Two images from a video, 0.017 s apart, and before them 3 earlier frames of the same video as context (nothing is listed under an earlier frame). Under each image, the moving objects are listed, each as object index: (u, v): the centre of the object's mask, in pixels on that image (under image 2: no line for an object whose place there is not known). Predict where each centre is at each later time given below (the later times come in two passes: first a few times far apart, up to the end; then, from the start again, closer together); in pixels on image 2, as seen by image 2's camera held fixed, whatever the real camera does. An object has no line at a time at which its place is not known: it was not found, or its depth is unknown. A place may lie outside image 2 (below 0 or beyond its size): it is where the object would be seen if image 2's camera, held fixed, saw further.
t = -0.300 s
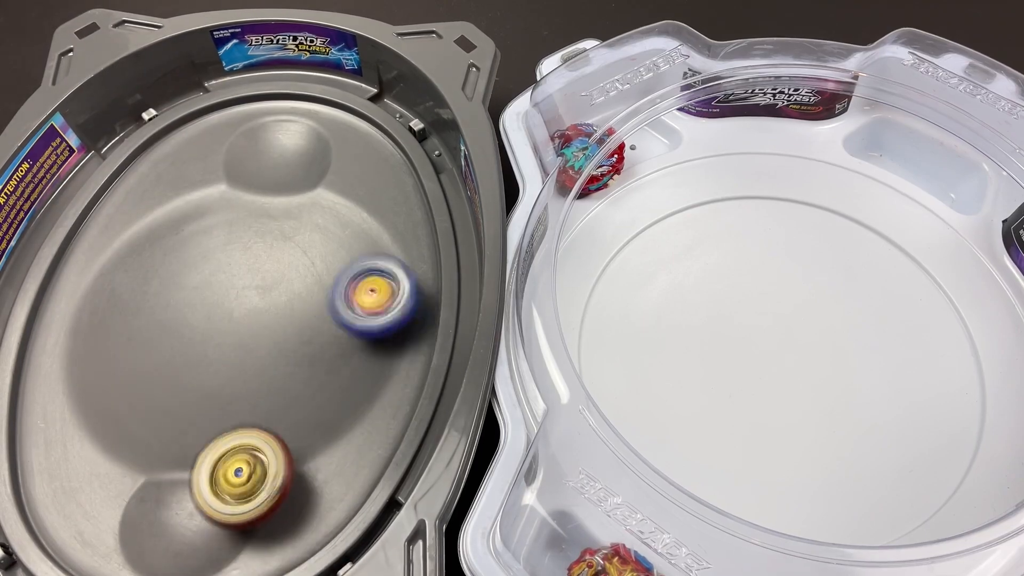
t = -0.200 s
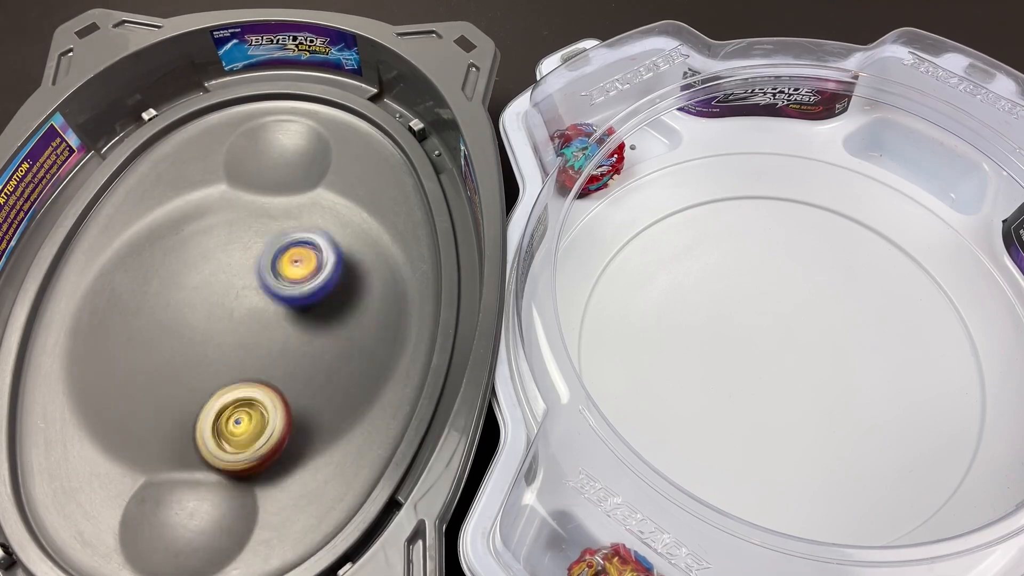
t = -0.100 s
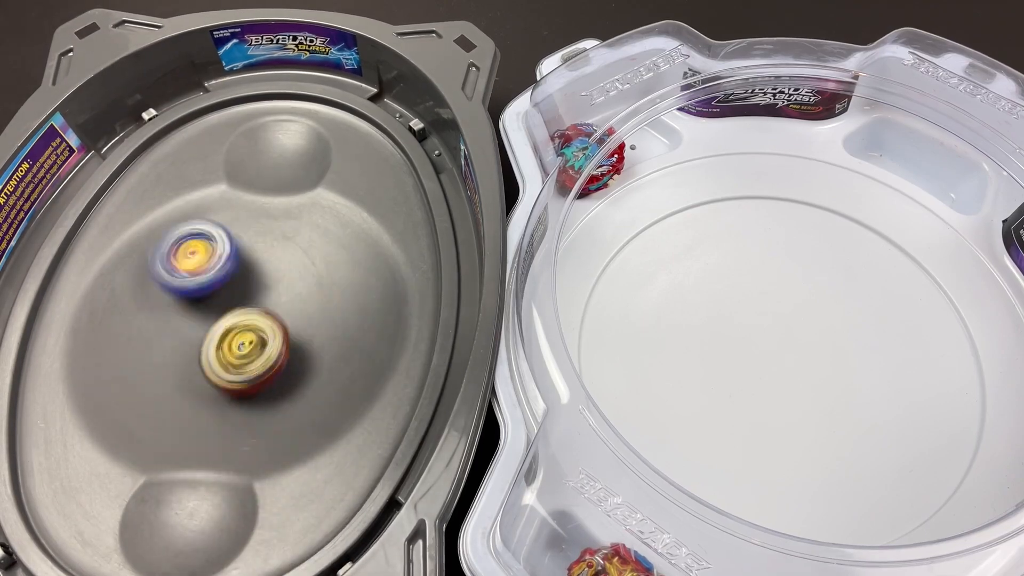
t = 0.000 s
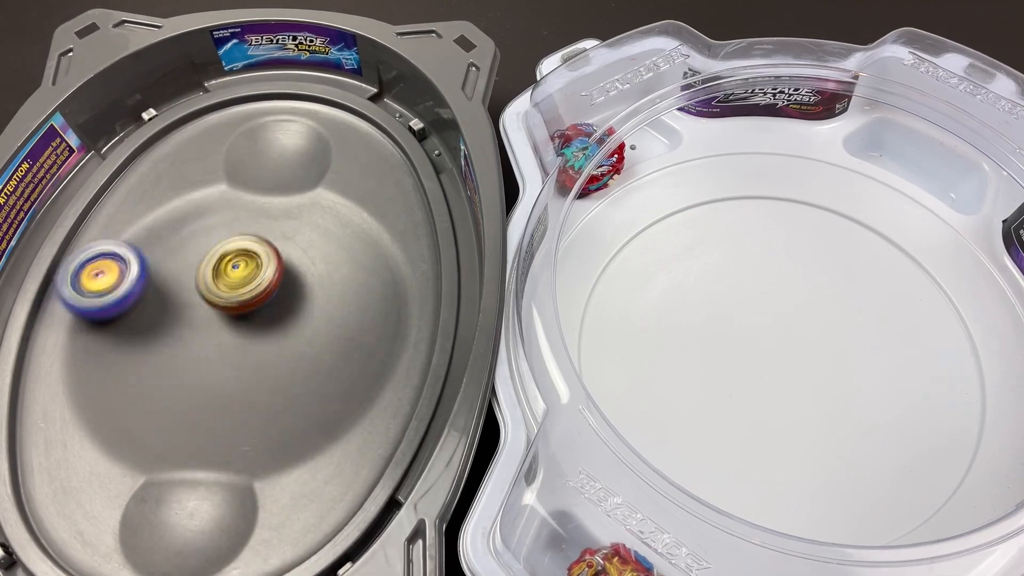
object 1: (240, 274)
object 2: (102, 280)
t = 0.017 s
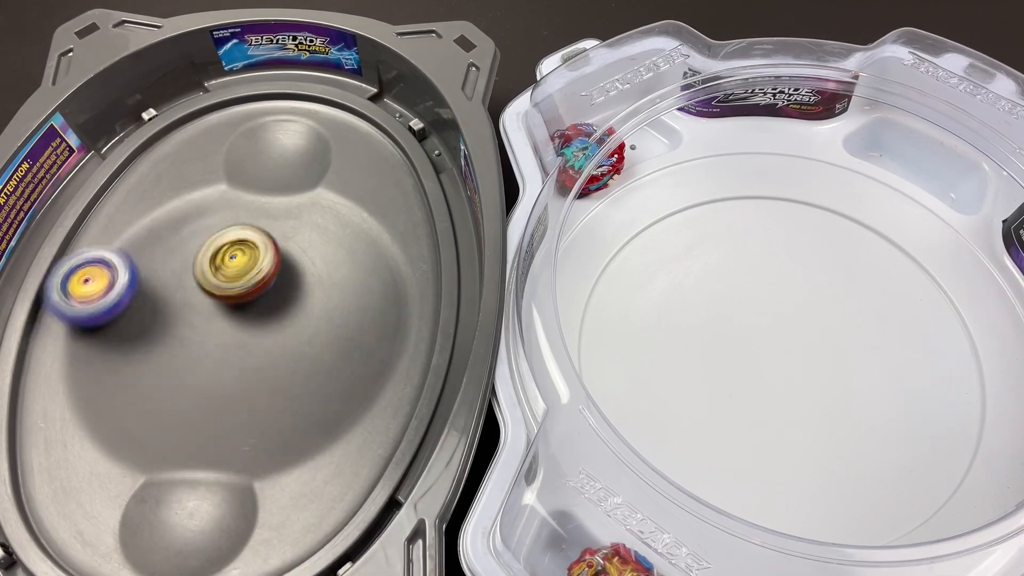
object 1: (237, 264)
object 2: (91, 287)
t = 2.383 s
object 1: (47, 314)
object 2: (206, 274)
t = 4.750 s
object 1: (89, 309)
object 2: (285, 458)
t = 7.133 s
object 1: (306, 262)
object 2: (140, 340)
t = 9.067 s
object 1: (236, 249)
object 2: (243, 393)
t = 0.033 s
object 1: (234, 255)
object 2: (81, 294)
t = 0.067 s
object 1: (227, 243)
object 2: (67, 311)
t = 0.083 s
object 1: (223, 239)
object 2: (64, 319)
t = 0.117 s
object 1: (216, 234)
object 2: (61, 340)
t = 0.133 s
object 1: (212, 235)
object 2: (63, 350)
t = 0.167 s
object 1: (204, 238)
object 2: (73, 370)
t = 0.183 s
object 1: (200, 242)
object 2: (82, 380)
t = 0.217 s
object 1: (192, 255)
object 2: (103, 396)
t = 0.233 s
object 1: (187, 262)
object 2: (117, 403)
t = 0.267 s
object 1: (180, 281)
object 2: (149, 414)
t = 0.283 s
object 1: (176, 292)
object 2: (166, 418)
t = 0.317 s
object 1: (170, 314)
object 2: (202, 419)
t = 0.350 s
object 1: (166, 340)
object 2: (242, 414)
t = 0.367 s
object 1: (164, 354)
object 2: (261, 409)
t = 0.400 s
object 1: (165, 379)
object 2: (296, 394)
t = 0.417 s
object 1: (169, 392)
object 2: (313, 383)
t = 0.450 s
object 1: (179, 412)
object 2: (341, 361)
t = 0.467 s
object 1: (185, 420)
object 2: (351, 348)
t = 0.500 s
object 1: (201, 433)
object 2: (368, 320)
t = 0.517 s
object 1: (211, 438)
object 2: (372, 307)
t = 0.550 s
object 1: (232, 441)
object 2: (375, 281)
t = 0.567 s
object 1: (244, 441)
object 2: (373, 270)
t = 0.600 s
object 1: (268, 434)
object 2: (365, 246)
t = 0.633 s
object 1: (290, 422)
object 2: (350, 229)
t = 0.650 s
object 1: (300, 415)
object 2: (339, 222)
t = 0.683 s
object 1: (319, 395)
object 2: (315, 211)
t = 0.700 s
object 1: (327, 383)
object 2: (301, 209)
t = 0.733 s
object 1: (340, 357)
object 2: (270, 208)
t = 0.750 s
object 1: (344, 343)
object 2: (255, 209)
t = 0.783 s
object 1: (348, 316)
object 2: (221, 218)
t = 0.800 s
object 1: (347, 301)
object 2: (204, 224)
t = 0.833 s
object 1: (340, 271)
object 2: (172, 240)
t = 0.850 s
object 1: (333, 257)
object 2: (155, 251)
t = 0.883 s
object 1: (313, 233)
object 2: (124, 275)
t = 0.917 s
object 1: (288, 215)
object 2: (94, 304)
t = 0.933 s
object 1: (276, 208)
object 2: (84, 320)
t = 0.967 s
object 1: (246, 199)
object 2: (68, 352)
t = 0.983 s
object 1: (229, 197)
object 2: (61, 370)
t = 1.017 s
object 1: (196, 201)
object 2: (55, 405)
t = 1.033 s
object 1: (180, 205)
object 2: (52, 422)
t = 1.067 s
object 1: (149, 218)
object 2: (49, 454)
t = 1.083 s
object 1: (132, 228)
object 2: (49, 469)
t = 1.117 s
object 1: (103, 251)
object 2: (51, 495)
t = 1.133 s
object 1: (90, 266)
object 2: (52, 507)
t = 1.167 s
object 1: (68, 296)
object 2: (57, 526)
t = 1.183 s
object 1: (59, 313)
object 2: (66, 531)
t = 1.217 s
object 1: (44, 350)
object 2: (84, 537)
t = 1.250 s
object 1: (39, 386)
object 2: (105, 540)
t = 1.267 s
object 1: (38, 408)
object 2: (114, 542)
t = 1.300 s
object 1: (39, 449)
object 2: (136, 544)
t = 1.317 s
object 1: (43, 470)
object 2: (148, 544)
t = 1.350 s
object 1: (57, 507)
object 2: (173, 544)
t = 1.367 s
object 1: (70, 523)
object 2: (186, 540)
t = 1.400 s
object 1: (97, 534)
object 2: (227, 529)
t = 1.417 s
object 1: (106, 534)
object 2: (251, 514)
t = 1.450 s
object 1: (129, 535)
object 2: (303, 488)
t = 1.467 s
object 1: (145, 534)
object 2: (328, 476)
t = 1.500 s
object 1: (177, 527)
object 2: (359, 445)
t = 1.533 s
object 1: (212, 508)
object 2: (371, 406)
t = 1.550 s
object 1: (228, 495)
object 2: (377, 388)
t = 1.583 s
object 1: (244, 470)
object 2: (387, 353)
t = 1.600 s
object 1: (254, 459)
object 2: (392, 336)
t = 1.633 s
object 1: (273, 438)
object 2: (402, 302)
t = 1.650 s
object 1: (283, 427)
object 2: (406, 284)
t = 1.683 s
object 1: (300, 397)
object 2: (409, 250)
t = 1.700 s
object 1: (308, 384)
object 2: (408, 234)
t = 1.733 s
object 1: (317, 350)
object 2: (402, 203)
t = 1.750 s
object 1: (318, 331)
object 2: (397, 190)
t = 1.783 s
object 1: (319, 293)
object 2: (384, 167)
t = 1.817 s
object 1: (311, 254)
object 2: (369, 147)
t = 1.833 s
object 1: (306, 235)
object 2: (359, 138)
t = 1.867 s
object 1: (288, 202)
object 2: (340, 124)
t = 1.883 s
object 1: (280, 187)
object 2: (330, 117)
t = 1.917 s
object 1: (258, 168)
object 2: (312, 104)
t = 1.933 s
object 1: (246, 160)
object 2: (307, 97)
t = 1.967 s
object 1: (225, 140)
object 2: (291, 93)
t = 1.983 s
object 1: (209, 136)
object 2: (291, 86)
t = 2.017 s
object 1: (172, 131)
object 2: (295, 78)
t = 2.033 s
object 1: (158, 131)
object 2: (297, 78)
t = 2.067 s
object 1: (143, 143)
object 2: (298, 83)
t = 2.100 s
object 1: (132, 163)
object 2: (300, 97)
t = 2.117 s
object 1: (125, 171)
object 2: (298, 107)
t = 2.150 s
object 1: (113, 190)
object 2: (293, 128)
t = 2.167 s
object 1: (106, 198)
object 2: (289, 139)
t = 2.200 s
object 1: (95, 217)
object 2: (276, 155)
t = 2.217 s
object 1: (87, 225)
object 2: (269, 162)
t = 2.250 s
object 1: (77, 243)
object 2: (257, 174)
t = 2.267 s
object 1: (70, 252)
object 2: (251, 182)
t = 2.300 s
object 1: (61, 271)
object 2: (240, 204)
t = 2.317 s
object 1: (57, 280)
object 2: (234, 217)
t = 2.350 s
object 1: (50, 297)
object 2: (219, 245)
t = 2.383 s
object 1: (47, 314)
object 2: (206, 274)
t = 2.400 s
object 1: (45, 321)
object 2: (200, 289)
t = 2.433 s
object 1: (46, 337)
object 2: (191, 320)
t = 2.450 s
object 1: (45, 344)
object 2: (188, 334)
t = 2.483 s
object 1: (48, 357)
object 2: (183, 364)
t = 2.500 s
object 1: (50, 364)
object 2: (183, 377)
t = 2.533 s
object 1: (59, 375)
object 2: (185, 403)
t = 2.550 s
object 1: (66, 381)
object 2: (187, 413)
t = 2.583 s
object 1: (85, 391)
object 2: (195, 430)
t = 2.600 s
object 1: (99, 396)
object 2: (199, 436)
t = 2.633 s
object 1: (131, 403)
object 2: (211, 447)
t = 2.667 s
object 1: (166, 400)
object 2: (224, 451)
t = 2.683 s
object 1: (185, 398)
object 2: (233, 452)
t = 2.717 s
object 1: (226, 385)
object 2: (249, 453)
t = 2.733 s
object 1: (247, 379)
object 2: (259, 452)
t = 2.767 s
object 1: (284, 364)
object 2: (275, 446)
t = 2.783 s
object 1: (300, 356)
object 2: (285, 442)
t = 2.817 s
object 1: (329, 335)
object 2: (301, 429)
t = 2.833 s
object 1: (340, 323)
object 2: (309, 420)
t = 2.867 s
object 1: (359, 298)
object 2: (322, 401)
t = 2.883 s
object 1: (365, 285)
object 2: (327, 390)
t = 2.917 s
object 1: (373, 261)
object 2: (333, 369)
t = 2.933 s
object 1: (375, 249)
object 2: (336, 358)
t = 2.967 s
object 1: (372, 230)
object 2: (335, 332)
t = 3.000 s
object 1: (367, 214)
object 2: (332, 307)
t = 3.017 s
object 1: (364, 207)
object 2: (328, 294)
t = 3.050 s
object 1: (357, 192)
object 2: (318, 275)
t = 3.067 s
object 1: (357, 183)
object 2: (310, 268)
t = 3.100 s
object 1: (356, 168)
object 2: (288, 261)
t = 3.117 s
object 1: (354, 161)
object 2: (275, 259)
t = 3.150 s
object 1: (356, 149)
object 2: (250, 261)
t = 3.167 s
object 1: (356, 144)
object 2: (237, 265)
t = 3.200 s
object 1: (358, 134)
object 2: (211, 274)
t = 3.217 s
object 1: (360, 130)
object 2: (199, 280)
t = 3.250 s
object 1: (364, 123)
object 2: (173, 295)
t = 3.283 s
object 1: (361, 120)
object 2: (154, 313)
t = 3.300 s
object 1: (359, 121)
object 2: (143, 324)
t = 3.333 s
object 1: (351, 122)
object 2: (129, 344)
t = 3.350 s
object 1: (346, 122)
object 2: (123, 355)
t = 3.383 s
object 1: (336, 125)
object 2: (117, 376)
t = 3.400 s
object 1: (329, 127)
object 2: (117, 386)
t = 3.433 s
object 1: (314, 132)
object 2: (120, 405)
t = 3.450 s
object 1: (307, 137)
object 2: (124, 415)
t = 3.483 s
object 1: (288, 145)
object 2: (140, 426)
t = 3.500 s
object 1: (278, 147)
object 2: (148, 433)
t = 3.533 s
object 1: (256, 151)
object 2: (171, 440)
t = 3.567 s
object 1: (237, 154)
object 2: (199, 443)
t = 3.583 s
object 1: (230, 154)
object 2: (212, 444)
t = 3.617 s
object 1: (219, 155)
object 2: (240, 442)
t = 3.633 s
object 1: (216, 157)
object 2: (256, 436)
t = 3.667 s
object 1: (210, 163)
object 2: (285, 423)
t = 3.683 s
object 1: (206, 168)
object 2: (299, 413)
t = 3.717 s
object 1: (199, 179)
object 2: (325, 391)
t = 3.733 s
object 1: (196, 187)
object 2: (336, 377)
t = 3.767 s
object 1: (188, 208)
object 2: (351, 347)
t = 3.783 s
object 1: (184, 221)
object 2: (355, 331)
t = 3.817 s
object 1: (177, 250)
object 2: (356, 299)
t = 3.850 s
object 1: (172, 281)
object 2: (347, 269)
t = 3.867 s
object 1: (168, 298)
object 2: (340, 254)
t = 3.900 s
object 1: (163, 331)
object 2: (318, 230)
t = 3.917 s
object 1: (162, 348)
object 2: (304, 221)
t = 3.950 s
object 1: (160, 376)
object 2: (276, 207)
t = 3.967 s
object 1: (163, 389)
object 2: (259, 202)
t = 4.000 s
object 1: (170, 410)
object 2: (225, 198)
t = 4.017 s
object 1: (174, 422)
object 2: (207, 199)
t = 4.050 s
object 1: (190, 435)
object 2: (172, 205)
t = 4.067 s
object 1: (198, 440)
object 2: (153, 212)
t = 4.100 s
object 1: (218, 445)
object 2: (119, 228)
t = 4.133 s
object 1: (239, 445)
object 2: (87, 250)
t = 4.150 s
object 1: (251, 441)
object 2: (72, 265)
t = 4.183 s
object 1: (275, 433)
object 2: (46, 292)
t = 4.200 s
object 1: (285, 426)
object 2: (38, 307)
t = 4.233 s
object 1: (307, 411)
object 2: (41, 339)
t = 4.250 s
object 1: (316, 401)
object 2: (42, 357)
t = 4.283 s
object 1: (330, 380)
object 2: (42, 390)
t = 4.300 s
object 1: (338, 367)
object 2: (42, 406)
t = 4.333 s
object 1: (347, 342)
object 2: (42, 440)
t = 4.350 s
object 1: (347, 328)
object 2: (41, 456)
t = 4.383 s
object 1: (343, 303)
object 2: (40, 489)
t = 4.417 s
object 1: (331, 281)
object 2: (48, 514)
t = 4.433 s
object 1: (323, 272)
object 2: (58, 523)
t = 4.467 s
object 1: (302, 255)
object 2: (85, 534)
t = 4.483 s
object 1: (291, 248)
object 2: (98, 539)
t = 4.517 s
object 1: (266, 240)
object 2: (121, 547)
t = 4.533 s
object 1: (251, 237)
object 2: (135, 548)
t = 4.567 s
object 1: (223, 236)
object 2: (165, 546)
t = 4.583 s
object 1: (208, 237)
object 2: (184, 544)
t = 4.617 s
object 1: (179, 244)
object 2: (212, 535)
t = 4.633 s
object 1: (166, 249)
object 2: (224, 527)
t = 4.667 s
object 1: (141, 261)
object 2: (244, 502)
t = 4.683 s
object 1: (127, 270)
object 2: (255, 491)
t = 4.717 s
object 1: (106, 288)
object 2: (270, 472)
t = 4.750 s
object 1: (89, 309)
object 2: (285, 458)
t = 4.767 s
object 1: (84, 319)
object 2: (292, 451)
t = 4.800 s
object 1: (75, 342)
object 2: (302, 441)
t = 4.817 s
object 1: (73, 354)
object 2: (308, 435)
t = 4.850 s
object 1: (74, 377)
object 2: (320, 423)
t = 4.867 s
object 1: (77, 389)
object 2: (327, 415)
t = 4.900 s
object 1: (87, 408)
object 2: (338, 398)
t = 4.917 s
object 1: (97, 417)
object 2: (344, 387)
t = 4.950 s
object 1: (120, 430)
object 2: (351, 366)
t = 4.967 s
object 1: (132, 436)
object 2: (352, 353)
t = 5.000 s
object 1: (164, 441)
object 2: (351, 327)
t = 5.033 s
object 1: (200, 439)
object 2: (344, 300)
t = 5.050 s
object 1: (218, 435)
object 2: (337, 288)
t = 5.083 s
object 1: (253, 422)
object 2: (320, 264)
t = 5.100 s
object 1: (269, 412)
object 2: (308, 255)
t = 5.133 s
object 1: (298, 389)
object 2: (283, 239)
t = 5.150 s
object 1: (310, 378)
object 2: (268, 234)
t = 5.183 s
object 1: (327, 351)
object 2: (239, 228)
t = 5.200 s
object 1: (335, 336)
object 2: (223, 227)
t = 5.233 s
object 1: (342, 308)
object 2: (193, 230)
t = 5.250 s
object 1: (343, 295)
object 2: (177, 234)
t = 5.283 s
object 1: (340, 270)
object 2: (150, 246)
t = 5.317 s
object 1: (332, 248)
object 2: (126, 263)
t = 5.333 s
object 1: (328, 239)
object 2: (116, 273)
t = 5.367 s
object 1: (312, 224)
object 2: (98, 296)
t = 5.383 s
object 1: (302, 217)
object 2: (92, 308)
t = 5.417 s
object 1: (280, 208)
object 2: (85, 334)
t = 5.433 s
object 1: (268, 208)
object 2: (85, 347)
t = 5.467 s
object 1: (245, 206)
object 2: (89, 374)
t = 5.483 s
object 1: (232, 206)
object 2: (94, 386)
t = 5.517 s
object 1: (207, 213)
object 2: (111, 408)
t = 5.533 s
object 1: (194, 219)
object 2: (123, 417)
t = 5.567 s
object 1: (170, 233)
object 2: (152, 429)
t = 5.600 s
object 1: (147, 250)
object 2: (185, 435)
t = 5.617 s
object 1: (139, 259)
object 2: (204, 434)
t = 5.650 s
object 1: (123, 283)
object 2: (240, 427)
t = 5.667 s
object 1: (116, 296)
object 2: (259, 420)
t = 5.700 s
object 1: (110, 323)
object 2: (288, 402)
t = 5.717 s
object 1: (112, 336)
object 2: (302, 391)
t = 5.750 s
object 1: (118, 362)
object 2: (323, 367)
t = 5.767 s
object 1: (124, 375)
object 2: (331, 353)
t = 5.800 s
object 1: (140, 395)
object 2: (341, 329)
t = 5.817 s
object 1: (151, 403)
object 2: (342, 316)
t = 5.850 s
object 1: (175, 416)
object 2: (342, 294)
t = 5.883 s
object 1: (204, 421)
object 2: (336, 274)
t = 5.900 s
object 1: (218, 421)
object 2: (332, 265)
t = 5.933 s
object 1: (248, 417)
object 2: (318, 250)
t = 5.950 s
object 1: (263, 414)
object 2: (310, 244)
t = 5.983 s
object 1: (290, 402)
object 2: (290, 235)
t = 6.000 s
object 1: (303, 393)
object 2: (280, 232)
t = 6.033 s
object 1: (325, 375)
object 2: (256, 230)
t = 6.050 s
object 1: (334, 366)
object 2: (243, 230)
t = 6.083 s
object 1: (348, 345)
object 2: (217, 234)
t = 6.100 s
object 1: (354, 333)
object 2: (204, 237)
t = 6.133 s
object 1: (360, 311)
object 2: (179, 248)
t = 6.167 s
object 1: (361, 289)
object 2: (157, 263)
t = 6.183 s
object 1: (360, 279)
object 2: (147, 271)
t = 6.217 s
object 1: (351, 260)
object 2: (132, 292)
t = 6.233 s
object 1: (344, 251)
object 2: (126, 302)
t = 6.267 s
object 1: (326, 238)
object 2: (121, 325)
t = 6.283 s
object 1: (315, 234)
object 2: (119, 336)
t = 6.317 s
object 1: (291, 229)
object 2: (124, 358)
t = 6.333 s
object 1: (278, 228)
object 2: (128, 369)
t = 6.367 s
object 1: (249, 231)
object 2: (141, 386)
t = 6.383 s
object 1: (234, 235)
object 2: (150, 393)
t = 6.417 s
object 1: (206, 245)
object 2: (171, 403)
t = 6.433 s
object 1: (193, 252)
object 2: (183, 407)
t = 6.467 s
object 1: (168, 268)
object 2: (208, 409)
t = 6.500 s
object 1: (146, 288)
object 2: (234, 406)
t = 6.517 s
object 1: (136, 299)
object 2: (247, 402)
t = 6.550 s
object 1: (121, 322)
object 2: (272, 392)
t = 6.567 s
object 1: (116, 333)
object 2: (284, 386)
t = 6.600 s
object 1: (109, 356)
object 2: (304, 371)
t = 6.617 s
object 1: (108, 367)
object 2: (312, 361)
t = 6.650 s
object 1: (112, 388)
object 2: (323, 344)
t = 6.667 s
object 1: (116, 397)
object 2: (328, 334)
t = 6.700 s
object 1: (128, 413)
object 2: (333, 315)
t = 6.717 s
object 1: (136, 421)
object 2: (333, 305)
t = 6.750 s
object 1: (155, 431)
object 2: (331, 288)
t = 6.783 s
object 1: (180, 438)
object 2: (323, 272)
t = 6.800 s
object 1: (192, 439)
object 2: (317, 265)
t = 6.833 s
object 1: (220, 437)
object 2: (302, 254)
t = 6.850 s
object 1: (234, 435)
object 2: (292, 252)
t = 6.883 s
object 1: (262, 425)
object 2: (273, 248)
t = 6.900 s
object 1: (274, 417)
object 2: (262, 247)
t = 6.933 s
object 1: (297, 398)
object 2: (240, 249)
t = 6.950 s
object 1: (308, 388)
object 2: (229, 253)
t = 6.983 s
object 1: (324, 365)
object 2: (206, 263)
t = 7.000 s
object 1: (328, 353)
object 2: (196, 269)
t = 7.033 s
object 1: (333, 327)
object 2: (176, 284)
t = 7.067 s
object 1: (330, 303)
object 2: (159, 302)
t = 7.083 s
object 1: (328, 291)
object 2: (154, 311)
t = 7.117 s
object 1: (315, 271)
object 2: (143, 331)
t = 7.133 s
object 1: (306, 262)
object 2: (140, 340)
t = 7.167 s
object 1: (287, 248)
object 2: (140, 360)
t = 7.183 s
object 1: (277, 242)
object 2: (140, 369)
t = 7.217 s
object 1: (254, 235)
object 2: (148, 384)
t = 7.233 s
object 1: (242, 233)
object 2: (152, 392)
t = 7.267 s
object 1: (218, 233)
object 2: (169, 402)
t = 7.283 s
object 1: (207, 234)
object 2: (177, 407)
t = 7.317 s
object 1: (184, 239)
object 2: (197, 411)
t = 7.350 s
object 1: (161, 248)
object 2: (220, 410)
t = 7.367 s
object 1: (151, 255)
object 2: (233, 407)
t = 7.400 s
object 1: (132, 269)
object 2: (256, 400)
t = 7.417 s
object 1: (122, 276)
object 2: (269, 394)
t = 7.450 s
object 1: (107, 295)
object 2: (288, 381)
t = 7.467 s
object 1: (102, 305)
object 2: (295, 372)
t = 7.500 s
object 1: (95, 325)
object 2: (308, 354)
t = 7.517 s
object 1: (92, 337)
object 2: (311, 345)
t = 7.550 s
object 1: (96, 359)
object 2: (316, 326)
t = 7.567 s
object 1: (103, 369)
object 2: (316, 316)
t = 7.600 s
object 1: (118, 387)
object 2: (311, 297)
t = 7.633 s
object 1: (141, 401)
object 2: (302, 282)
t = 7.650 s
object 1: (154, 408)
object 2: (296, 275)
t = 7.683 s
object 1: (183, 413)
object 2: (279, 263)
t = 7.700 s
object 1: (196, 413)
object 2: (271, 260)
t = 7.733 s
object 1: (227, 409)
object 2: (251, 255)
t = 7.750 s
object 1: (244, 405)
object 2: (240, 254)
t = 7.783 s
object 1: (272, 393)
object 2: (220, 256)
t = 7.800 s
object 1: (284, 385)
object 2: (210, 259)
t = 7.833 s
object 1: (306, 367)
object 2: (189, 266)
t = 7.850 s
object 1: (317, 356)
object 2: (181, 272)
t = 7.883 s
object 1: (331, 335)
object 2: (162, 284)
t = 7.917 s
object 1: (339, 312)
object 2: (148, 299)
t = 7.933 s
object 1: (342, 303)
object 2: (142, 307)
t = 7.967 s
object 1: (343, 282)
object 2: (134, 325)
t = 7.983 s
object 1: (340, 271)
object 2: (130, 333)
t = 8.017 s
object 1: (333, 254)
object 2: (130, 351)
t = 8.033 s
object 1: (328, 246)
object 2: (132, 360)
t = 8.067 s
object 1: (314, 233)
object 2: (140, 375)
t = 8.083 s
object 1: (303, 228)
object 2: (147, 382)
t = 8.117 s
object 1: (283, 222)
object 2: (163, 391)
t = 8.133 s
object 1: (273, 220)
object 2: (173, 394)
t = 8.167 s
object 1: (249, 221)
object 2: (197, 397)
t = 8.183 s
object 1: (237, 223)
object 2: (207, 397)
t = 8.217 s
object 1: (214, 231)
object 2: (231, 394)
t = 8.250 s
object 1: (191, 244)
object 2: (253, 384)
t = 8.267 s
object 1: (180, 251)
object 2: (264, 379)
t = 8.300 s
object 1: (160, 270)
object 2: (283, 365)
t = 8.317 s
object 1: (152, 279)
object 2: (291, 356)
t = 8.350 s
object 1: (139, 303)
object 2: (303, 338)
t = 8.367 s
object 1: (134, 315)
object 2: (306, 329)
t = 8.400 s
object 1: (130, 339)
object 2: (310, 310)
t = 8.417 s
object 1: (130, 351)
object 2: (310, 303)
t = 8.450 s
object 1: (134, 373)
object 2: (307, 286)
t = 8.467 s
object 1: (139, 382)
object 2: (304, 279)
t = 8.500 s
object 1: (150, 399)
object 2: (294, 266)
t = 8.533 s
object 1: (167, 412)
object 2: (280, 256)
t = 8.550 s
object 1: (175, 417)
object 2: (272, 252)
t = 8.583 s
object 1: (198, 424)
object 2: (255, 248)
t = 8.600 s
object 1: (210, 424)
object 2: (245, 248)
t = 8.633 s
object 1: (235, 423)
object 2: (225, 250)
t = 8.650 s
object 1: (248, 421)
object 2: (216, 253)
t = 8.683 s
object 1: (272, 413)
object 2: (197, 261)
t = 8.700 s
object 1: (282, 408)
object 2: (188, 266)
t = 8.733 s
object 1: (304, 393)
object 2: (172, 279)
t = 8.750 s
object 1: (313, 384)
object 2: (165, 288)
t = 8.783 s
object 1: (329, 364)
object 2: (153, 306)
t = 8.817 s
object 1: (339, 343)
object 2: (148, 324)
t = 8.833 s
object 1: (342, 333)
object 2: (147, 334)
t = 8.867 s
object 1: (343, 312)
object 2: (148, 352)
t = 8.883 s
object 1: (340, 303)
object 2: (151, 360)
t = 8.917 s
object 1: (330, 284)
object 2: (163, 375)
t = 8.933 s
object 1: (323, 276)
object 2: (168, 382)
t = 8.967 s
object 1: (305, 262)
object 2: (183, 391)
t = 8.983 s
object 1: (295, 258)
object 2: (195, 394)
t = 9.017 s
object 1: (275, 251)
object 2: (213, 396)
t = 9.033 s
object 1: (262, 249)
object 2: (223, 396)
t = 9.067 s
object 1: (236, 249)
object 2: (243, 393)
